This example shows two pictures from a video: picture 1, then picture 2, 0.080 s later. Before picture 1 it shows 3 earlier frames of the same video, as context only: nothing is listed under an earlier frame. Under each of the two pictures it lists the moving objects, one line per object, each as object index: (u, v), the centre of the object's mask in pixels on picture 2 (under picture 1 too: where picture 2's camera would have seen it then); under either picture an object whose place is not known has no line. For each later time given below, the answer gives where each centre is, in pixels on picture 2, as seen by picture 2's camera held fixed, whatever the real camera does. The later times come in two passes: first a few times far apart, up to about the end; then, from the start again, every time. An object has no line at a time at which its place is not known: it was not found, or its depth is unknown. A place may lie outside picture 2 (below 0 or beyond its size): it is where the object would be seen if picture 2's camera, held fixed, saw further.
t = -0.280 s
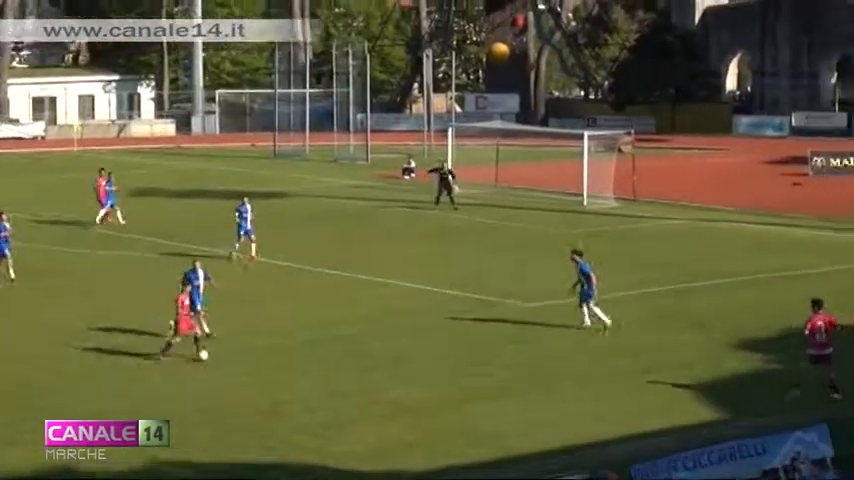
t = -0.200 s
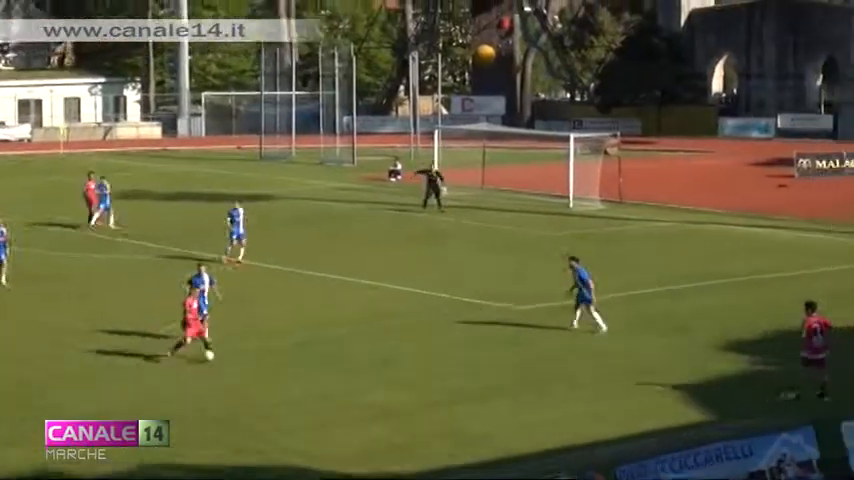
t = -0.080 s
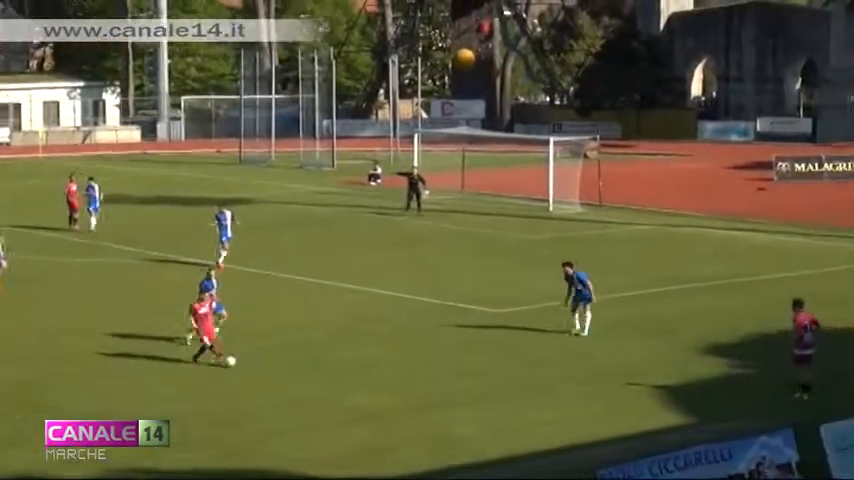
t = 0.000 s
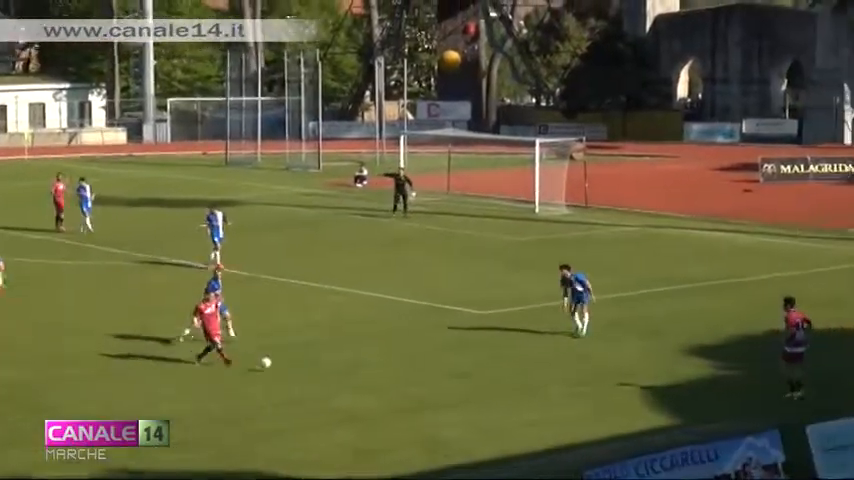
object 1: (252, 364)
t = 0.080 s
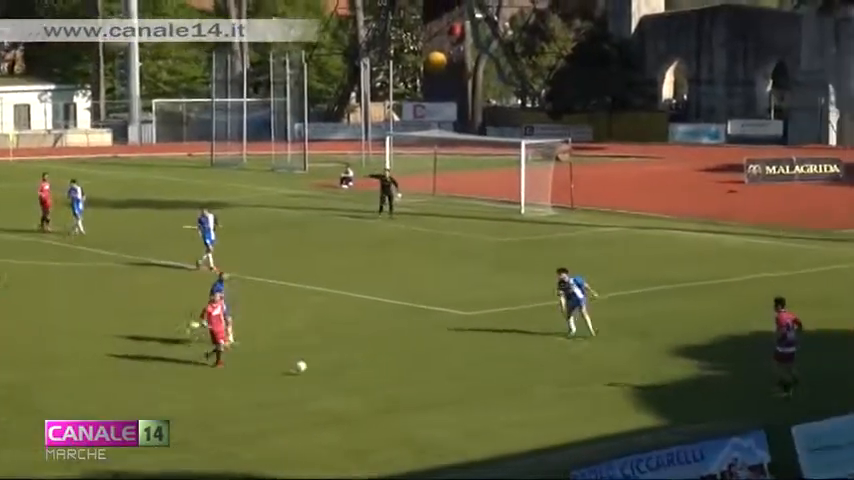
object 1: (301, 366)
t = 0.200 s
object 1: (371, 372)
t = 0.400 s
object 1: (480, 378)
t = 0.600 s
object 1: (571, 379)
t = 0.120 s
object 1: (327, 369)
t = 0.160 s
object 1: (351, 372)
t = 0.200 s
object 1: (371, 372)
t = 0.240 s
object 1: (394, 372)
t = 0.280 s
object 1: (415, 372)
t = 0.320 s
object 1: (437, 373)
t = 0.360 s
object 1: (459, 376)
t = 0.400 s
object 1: (480, 378)
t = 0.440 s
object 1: (499, 378)
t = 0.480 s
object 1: (517, 377)
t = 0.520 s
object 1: (534, 377)
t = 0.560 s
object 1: (552, 378)
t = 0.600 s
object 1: (571, 379)
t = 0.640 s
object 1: (588, 382)
